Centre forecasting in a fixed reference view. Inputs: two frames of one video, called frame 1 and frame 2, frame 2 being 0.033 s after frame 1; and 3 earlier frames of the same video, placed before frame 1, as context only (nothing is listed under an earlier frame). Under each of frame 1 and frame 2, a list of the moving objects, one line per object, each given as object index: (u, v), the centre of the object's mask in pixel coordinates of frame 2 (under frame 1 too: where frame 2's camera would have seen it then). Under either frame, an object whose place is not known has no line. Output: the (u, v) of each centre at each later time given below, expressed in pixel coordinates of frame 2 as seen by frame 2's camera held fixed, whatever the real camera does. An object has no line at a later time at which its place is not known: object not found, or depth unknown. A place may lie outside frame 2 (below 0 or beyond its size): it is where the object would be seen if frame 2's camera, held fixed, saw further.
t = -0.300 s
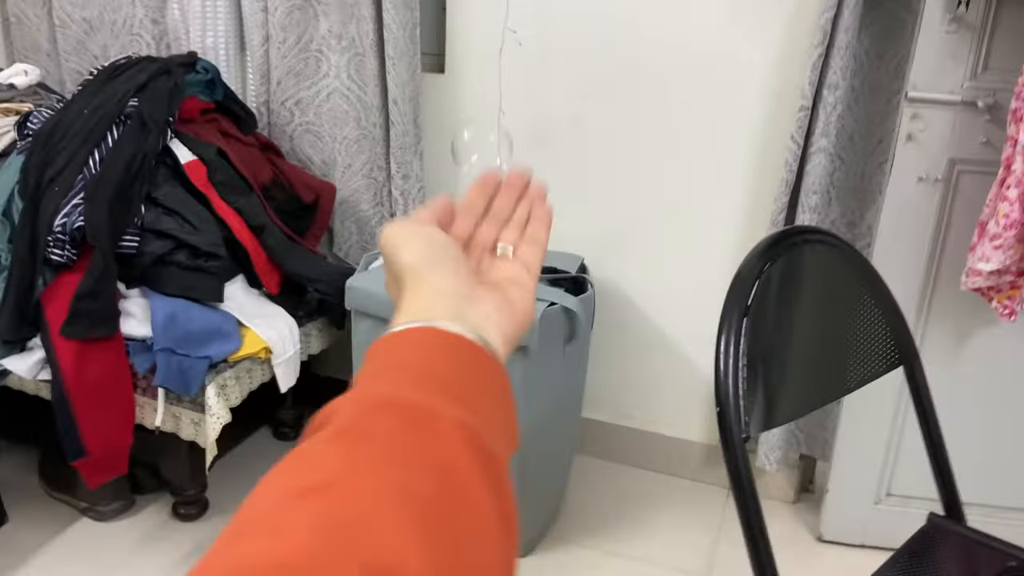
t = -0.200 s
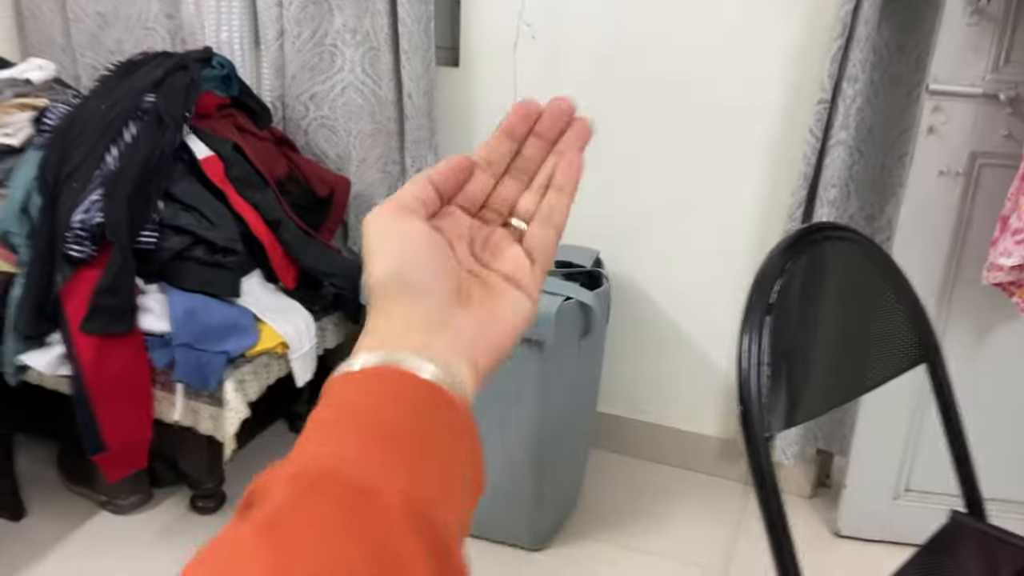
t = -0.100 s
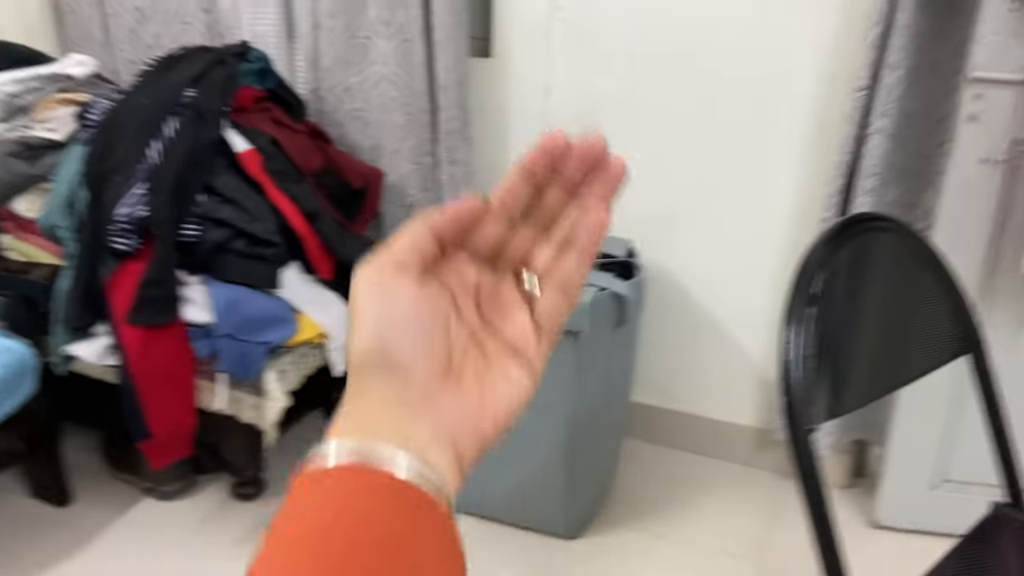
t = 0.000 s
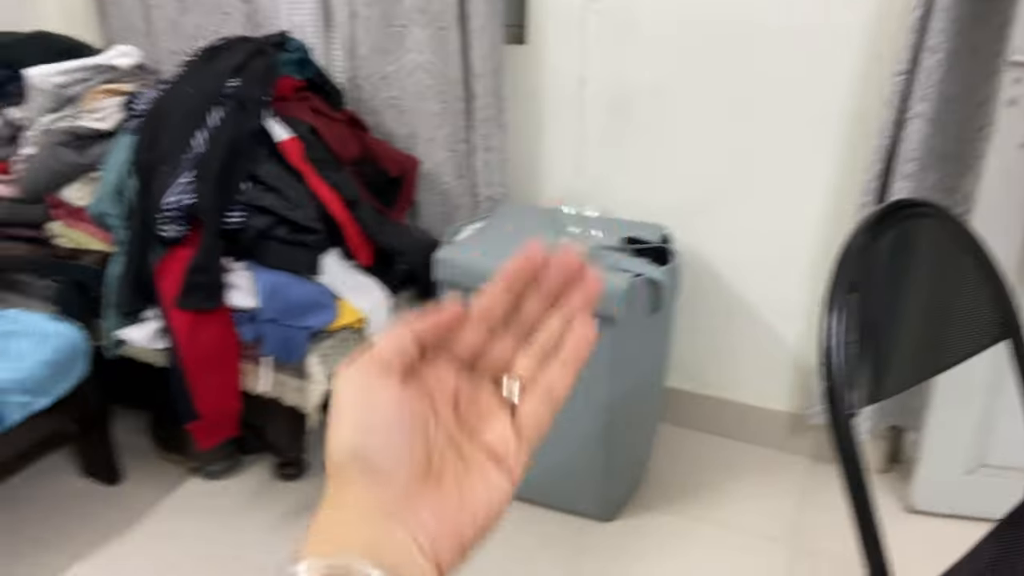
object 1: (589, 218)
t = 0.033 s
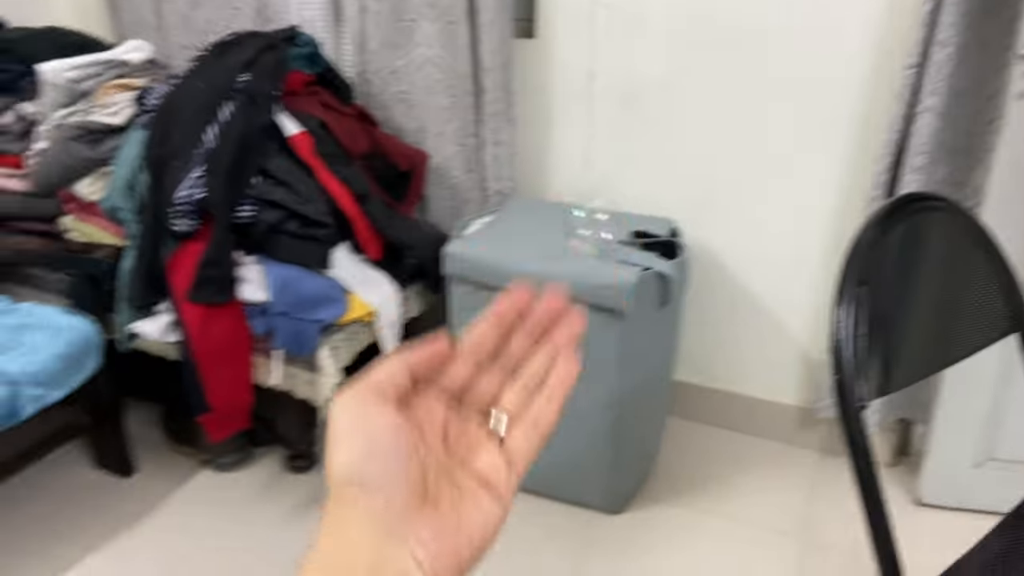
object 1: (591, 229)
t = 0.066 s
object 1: (590, 235)
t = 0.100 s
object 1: (591, 241)
